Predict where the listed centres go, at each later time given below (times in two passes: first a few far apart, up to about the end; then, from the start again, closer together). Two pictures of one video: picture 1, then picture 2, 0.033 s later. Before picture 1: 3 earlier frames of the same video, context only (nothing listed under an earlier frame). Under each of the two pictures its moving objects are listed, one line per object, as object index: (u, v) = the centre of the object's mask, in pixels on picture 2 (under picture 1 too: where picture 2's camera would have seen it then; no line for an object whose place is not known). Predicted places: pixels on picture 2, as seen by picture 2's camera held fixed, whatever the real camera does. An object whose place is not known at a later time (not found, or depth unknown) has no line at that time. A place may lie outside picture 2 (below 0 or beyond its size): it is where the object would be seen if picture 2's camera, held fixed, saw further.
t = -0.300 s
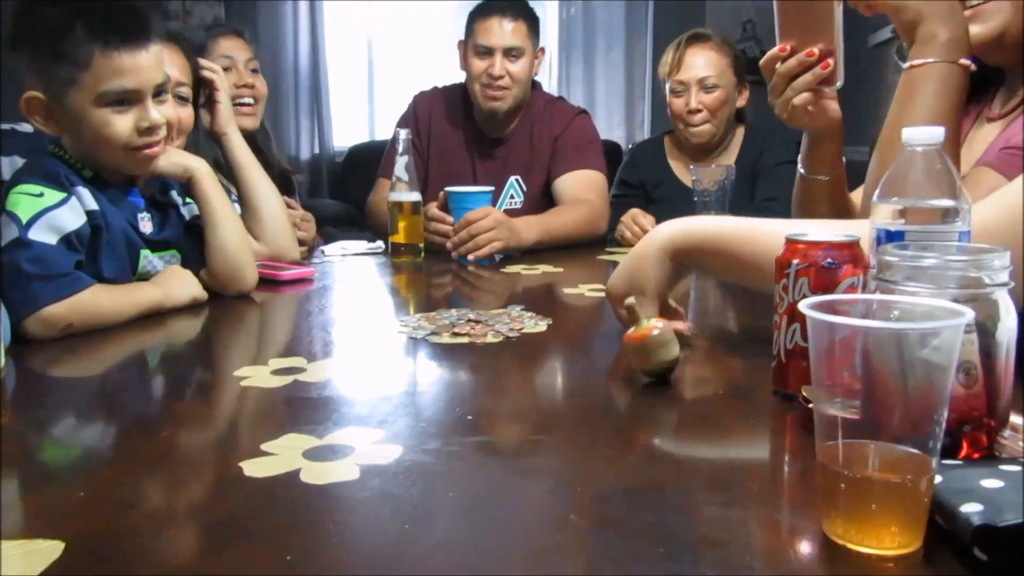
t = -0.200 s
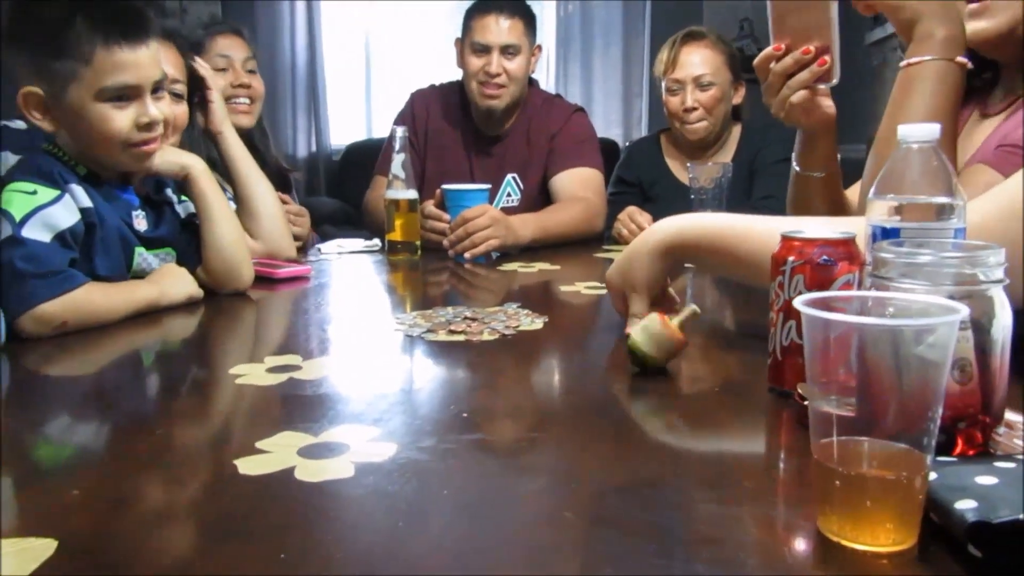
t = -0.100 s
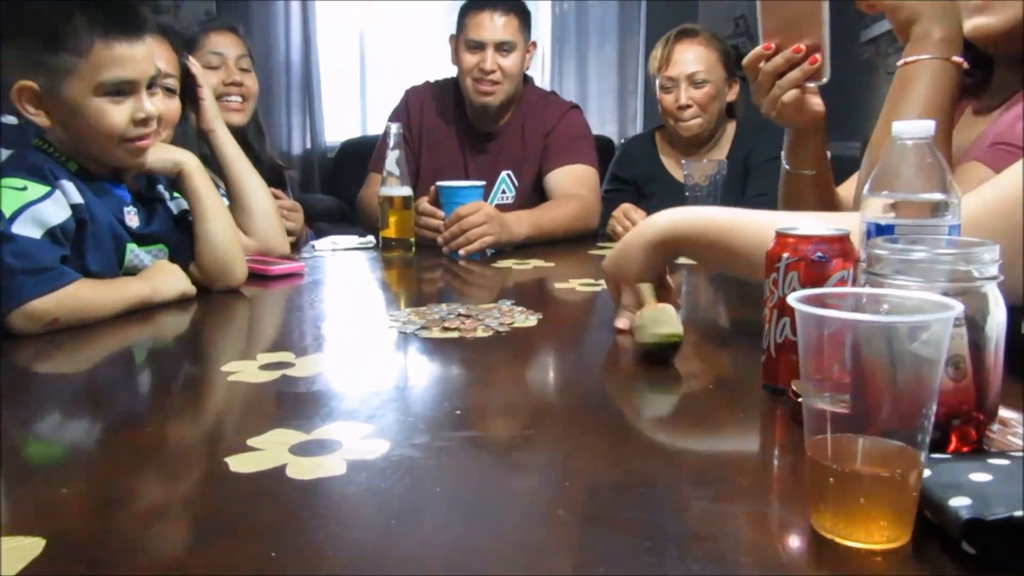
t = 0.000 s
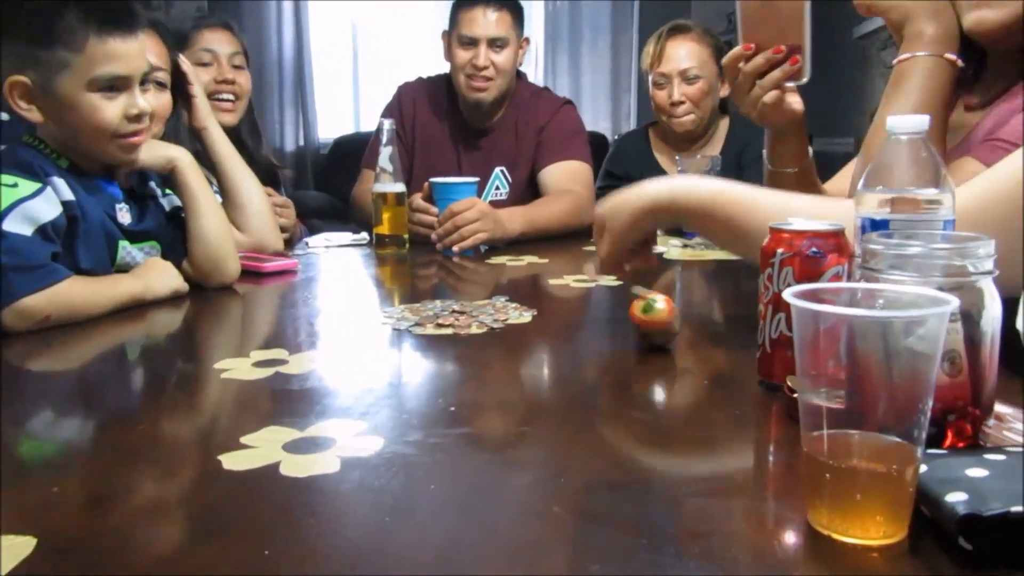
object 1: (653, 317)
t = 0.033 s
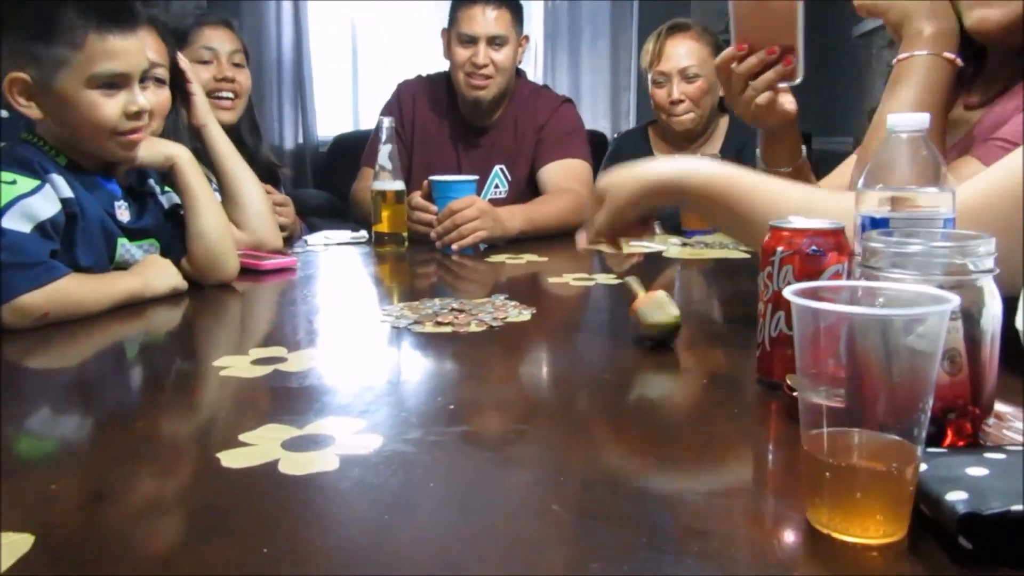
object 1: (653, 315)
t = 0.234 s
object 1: (649, 310)
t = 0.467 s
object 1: (655, 303)
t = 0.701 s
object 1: (677, 305)
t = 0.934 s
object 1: (686, 309)
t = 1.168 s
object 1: (694, 308)
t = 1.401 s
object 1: (681, 303)
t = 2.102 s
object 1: (662, 306)
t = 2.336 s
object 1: (661, 307)
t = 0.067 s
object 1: (654, 315)
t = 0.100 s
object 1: (656, 314)
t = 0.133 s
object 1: (649, 311)
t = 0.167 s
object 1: (648, 308)
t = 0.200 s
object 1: (649, 309)
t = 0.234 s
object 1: (649, 310)
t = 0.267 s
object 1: (645, 308)
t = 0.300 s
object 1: (644, 304)
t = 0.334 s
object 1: (647, 303)
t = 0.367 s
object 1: (652, 306)
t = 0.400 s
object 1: (652, 305)
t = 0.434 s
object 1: (650, 305)
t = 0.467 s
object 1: (655, 303)
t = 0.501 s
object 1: (663, 303)
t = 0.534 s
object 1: (665, 307)
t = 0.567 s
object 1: (665, 305)
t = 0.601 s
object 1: (667, 304)
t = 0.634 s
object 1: (673, 303)
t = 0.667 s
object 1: (678, 299)
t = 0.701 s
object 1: (677, 305)
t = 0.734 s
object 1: (675, 306)
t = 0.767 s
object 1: (674, 306)
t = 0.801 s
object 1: (678, 303)
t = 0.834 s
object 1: (684, 305)
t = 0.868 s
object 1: (686, 307)
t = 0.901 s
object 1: (687, 307)
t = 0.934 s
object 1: (686, 309)
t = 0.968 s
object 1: (687, 307)
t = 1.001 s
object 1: (689, 308)
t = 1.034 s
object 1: (695, 308)
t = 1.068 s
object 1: (698, 308)
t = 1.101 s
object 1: (699, 308)
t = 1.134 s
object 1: (697, 308)
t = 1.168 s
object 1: (694, 308)
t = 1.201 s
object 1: (693, 305)
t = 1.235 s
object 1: (692, 306)
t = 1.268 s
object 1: (691, 306)
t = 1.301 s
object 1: (689, 304)
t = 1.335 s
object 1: (688, 303)
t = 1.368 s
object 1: (684, 303)
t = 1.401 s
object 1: (681, 303)
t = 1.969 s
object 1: (661, 306)
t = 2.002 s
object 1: (661, 306)
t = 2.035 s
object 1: (661, 306)
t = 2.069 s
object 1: (662, 306)
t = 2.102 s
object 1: (662, 306)
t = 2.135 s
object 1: (662, 306)
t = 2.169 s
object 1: (662, 306)
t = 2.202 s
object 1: (661, 306)
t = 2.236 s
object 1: (661, 306)
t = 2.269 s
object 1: (661, 306)
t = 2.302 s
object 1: (661, 307)
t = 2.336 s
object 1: (661, 307)
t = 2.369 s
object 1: (662, 306)
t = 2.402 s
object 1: (662, 306)
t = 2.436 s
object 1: (662, 306)
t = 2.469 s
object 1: (662, 306)
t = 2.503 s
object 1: (662, 306)
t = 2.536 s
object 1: (662, 307)
